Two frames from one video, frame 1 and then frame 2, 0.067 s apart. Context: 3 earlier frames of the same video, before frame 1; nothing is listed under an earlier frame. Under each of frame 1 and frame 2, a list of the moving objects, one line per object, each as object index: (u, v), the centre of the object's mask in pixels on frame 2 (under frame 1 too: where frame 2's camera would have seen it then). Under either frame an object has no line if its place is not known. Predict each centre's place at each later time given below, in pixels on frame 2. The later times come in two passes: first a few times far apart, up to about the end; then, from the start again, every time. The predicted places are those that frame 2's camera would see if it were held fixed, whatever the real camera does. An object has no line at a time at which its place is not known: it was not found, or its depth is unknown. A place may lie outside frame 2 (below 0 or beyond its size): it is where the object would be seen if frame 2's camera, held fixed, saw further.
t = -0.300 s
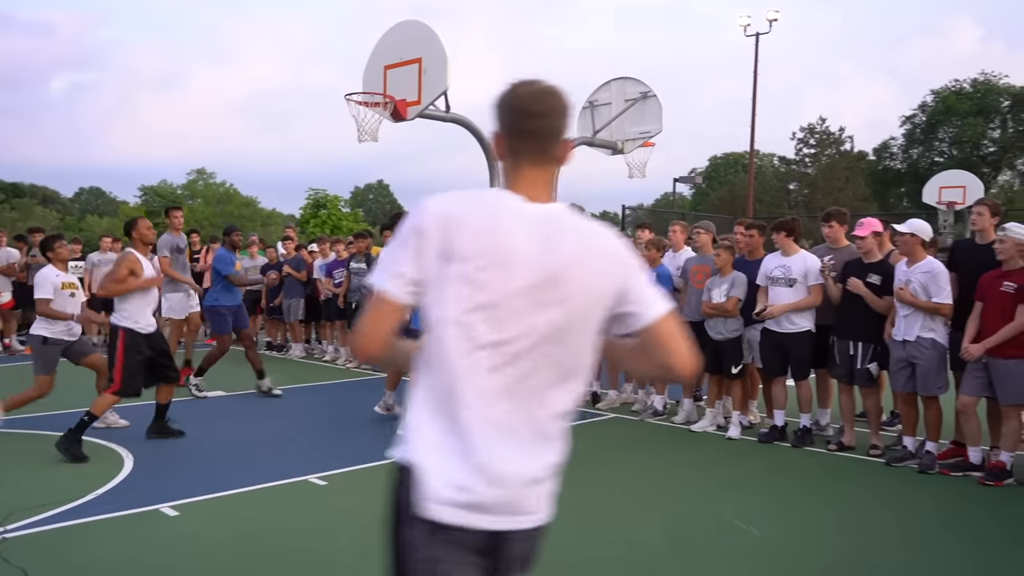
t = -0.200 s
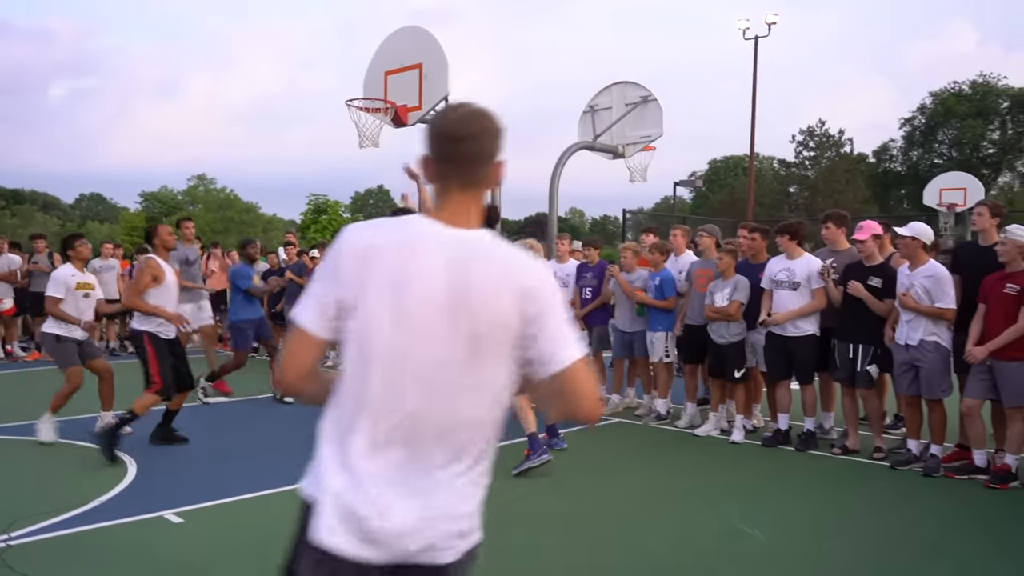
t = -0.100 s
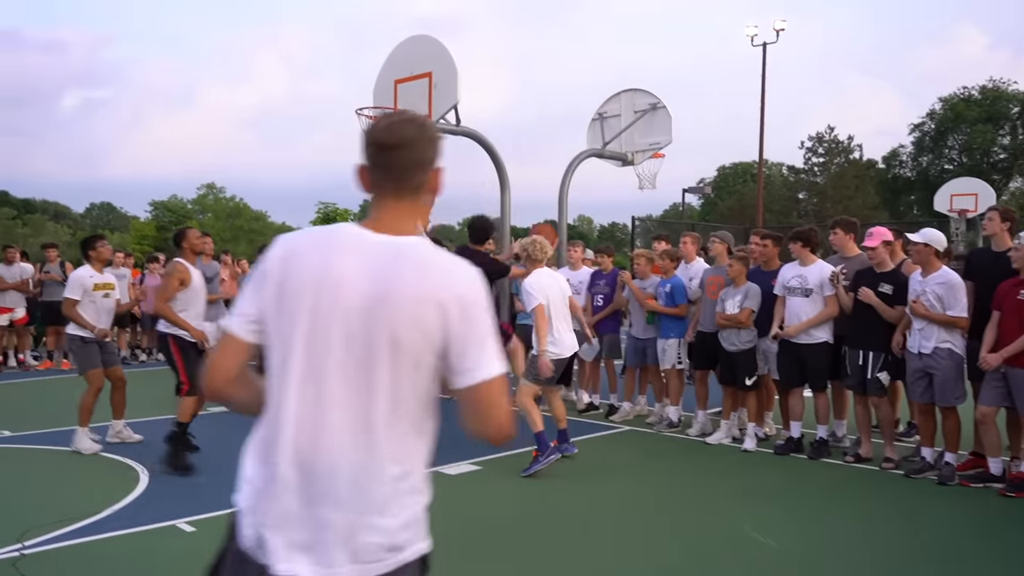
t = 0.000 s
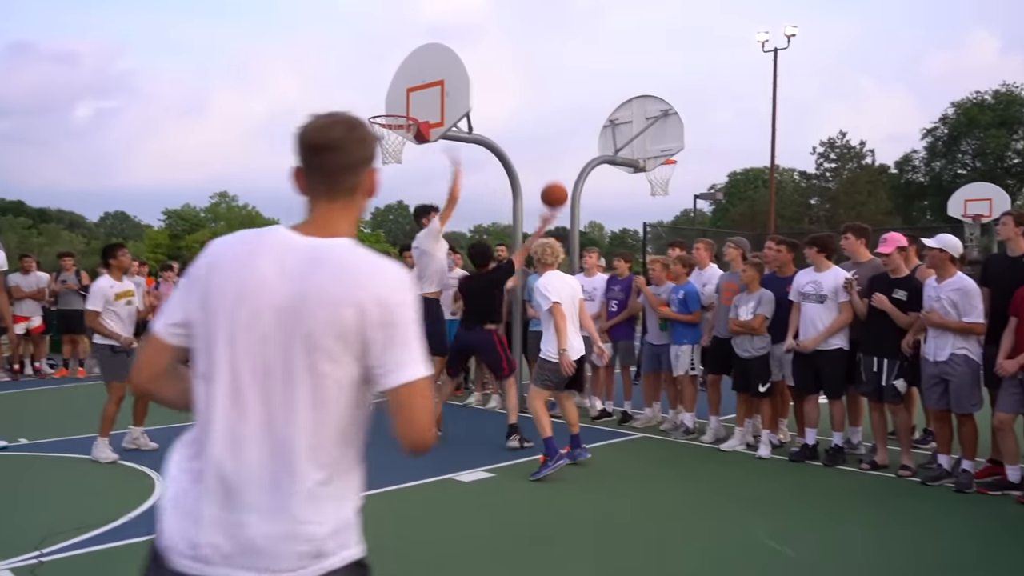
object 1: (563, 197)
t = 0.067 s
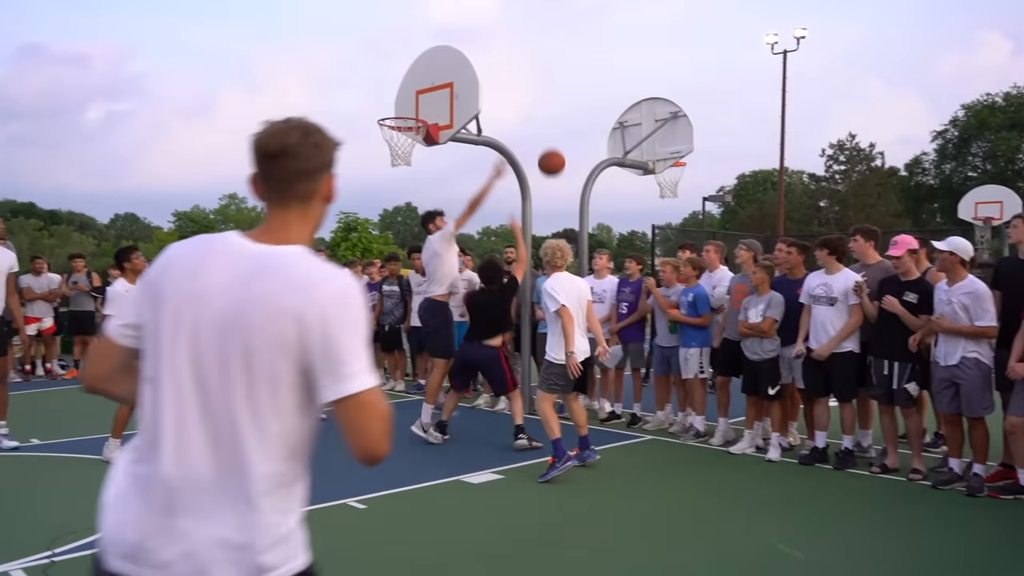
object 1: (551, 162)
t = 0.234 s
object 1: (524, 99)
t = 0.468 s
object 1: (487, 64)
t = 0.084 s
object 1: (548, 154)
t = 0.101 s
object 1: (546, 147)
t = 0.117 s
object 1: (543, 140)
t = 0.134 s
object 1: (540, 133)
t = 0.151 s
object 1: (537, 127)
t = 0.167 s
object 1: (534, 120)
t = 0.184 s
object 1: (532, 114)
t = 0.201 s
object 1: (529, 109)
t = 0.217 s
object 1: (526, 104)
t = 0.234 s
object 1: (524, 99)
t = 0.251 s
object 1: (521, 94)
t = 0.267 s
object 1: (518, 90)
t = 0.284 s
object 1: (516, 86)
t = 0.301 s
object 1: (513, 83)
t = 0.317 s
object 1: (510, 79)
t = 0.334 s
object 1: (508, 77)
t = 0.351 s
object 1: (505, 74)
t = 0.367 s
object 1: (502, 72)
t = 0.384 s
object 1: (500, 70)
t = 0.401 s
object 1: (497, 68)
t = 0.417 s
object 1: (495, 67)
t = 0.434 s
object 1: (492, 65)
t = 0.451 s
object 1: (490, 65)
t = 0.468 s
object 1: (487, 64)
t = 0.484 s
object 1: (485, 64)
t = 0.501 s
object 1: (482, 64)
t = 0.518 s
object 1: (480, 64)
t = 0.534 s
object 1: (477, 64)
